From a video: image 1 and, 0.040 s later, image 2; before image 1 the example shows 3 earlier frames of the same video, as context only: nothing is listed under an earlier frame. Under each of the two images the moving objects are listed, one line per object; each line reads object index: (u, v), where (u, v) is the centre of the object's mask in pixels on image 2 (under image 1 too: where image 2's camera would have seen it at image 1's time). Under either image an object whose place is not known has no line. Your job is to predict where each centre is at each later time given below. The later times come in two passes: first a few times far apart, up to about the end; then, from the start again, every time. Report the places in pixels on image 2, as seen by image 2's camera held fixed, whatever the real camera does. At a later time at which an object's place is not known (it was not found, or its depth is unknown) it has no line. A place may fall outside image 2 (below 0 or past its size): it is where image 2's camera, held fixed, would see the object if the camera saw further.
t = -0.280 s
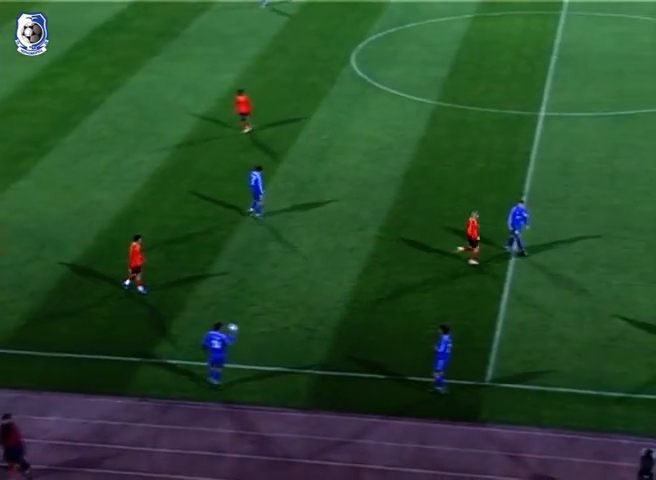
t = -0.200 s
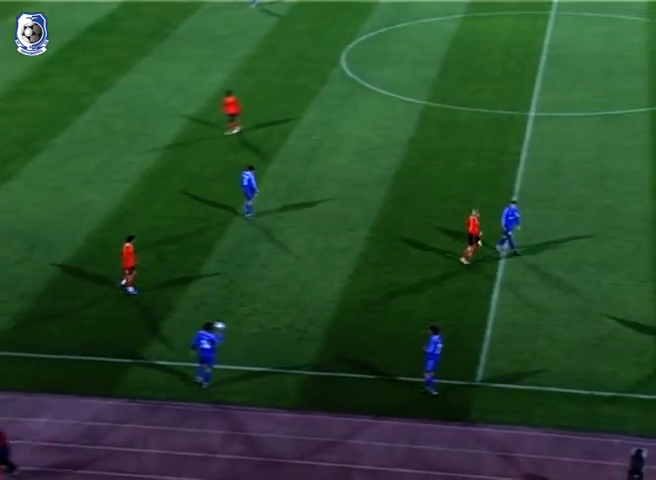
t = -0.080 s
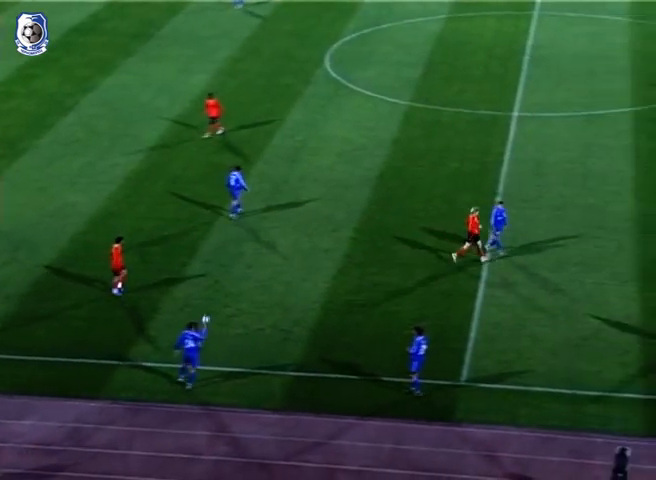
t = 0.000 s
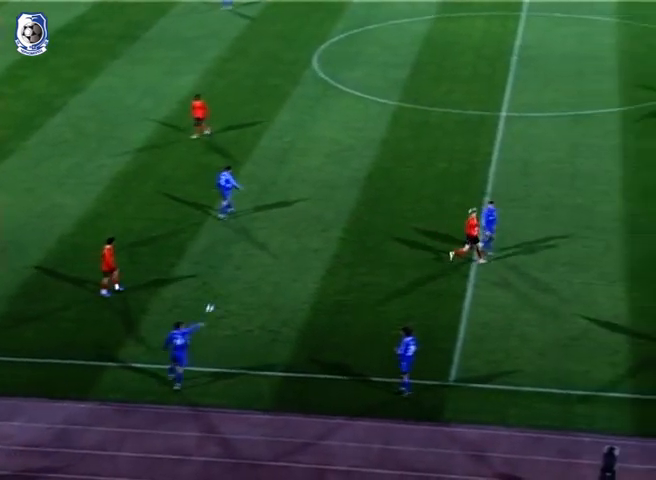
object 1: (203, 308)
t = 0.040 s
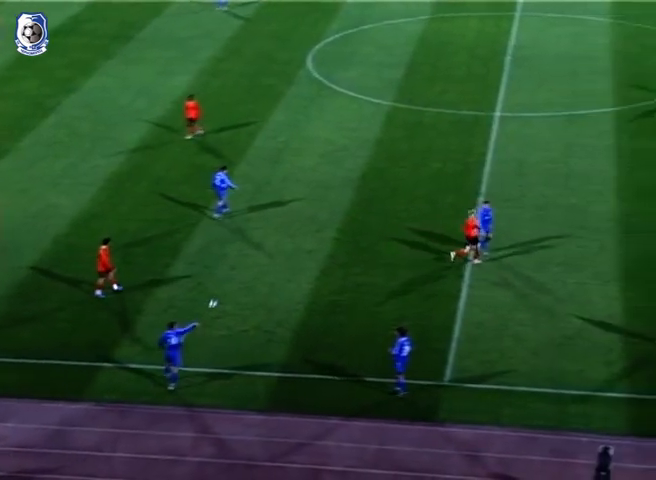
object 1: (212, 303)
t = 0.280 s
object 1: (263, 284)
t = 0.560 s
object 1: (321, 288)
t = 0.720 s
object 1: (353, 303)
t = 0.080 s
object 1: (221, 299)
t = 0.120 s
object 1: (229, 294)
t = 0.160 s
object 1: (238, 291)
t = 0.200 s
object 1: (246, 287)
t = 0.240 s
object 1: (255, 286)
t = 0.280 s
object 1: (263, 284)
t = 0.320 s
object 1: (272, 283)
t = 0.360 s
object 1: (280, 283)
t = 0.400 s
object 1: (289, 283)
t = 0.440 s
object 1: (296, 283)
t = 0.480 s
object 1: (305, 284)
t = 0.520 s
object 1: (313, 286)
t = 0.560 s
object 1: (321, 288)
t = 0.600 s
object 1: (329, 292)
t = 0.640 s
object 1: (337, 294)
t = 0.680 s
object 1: (345, 298)
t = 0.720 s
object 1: (353, 303)
